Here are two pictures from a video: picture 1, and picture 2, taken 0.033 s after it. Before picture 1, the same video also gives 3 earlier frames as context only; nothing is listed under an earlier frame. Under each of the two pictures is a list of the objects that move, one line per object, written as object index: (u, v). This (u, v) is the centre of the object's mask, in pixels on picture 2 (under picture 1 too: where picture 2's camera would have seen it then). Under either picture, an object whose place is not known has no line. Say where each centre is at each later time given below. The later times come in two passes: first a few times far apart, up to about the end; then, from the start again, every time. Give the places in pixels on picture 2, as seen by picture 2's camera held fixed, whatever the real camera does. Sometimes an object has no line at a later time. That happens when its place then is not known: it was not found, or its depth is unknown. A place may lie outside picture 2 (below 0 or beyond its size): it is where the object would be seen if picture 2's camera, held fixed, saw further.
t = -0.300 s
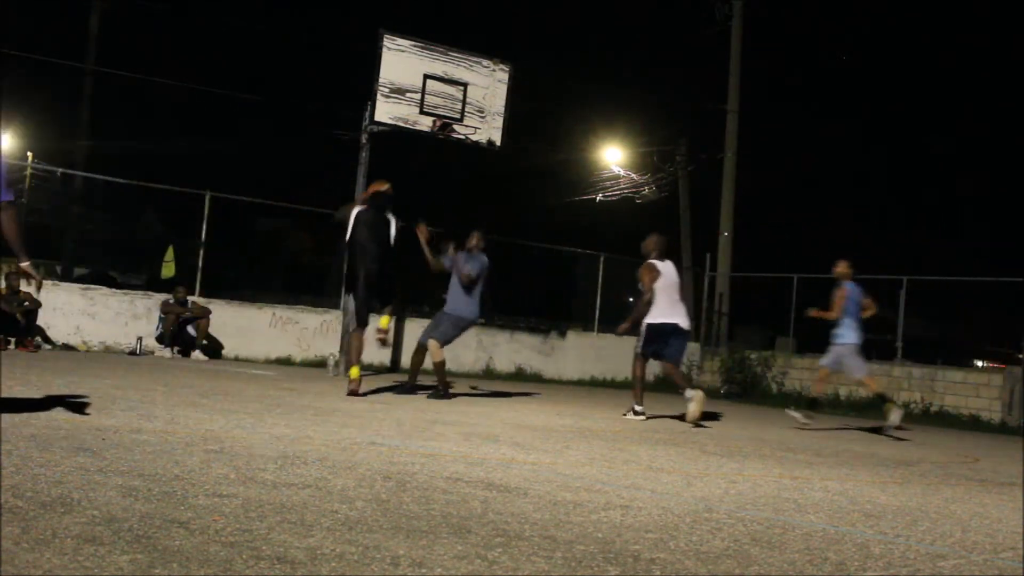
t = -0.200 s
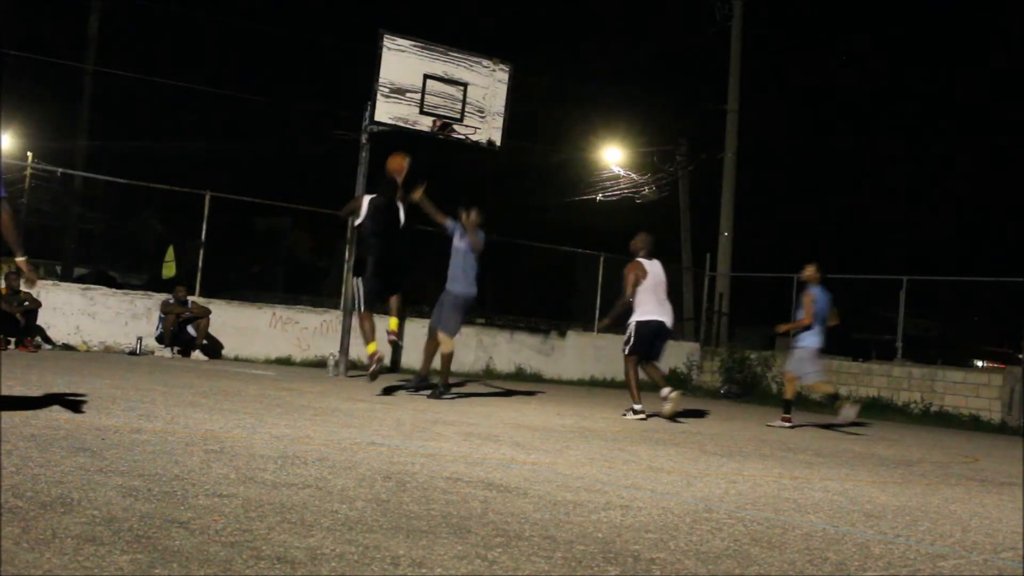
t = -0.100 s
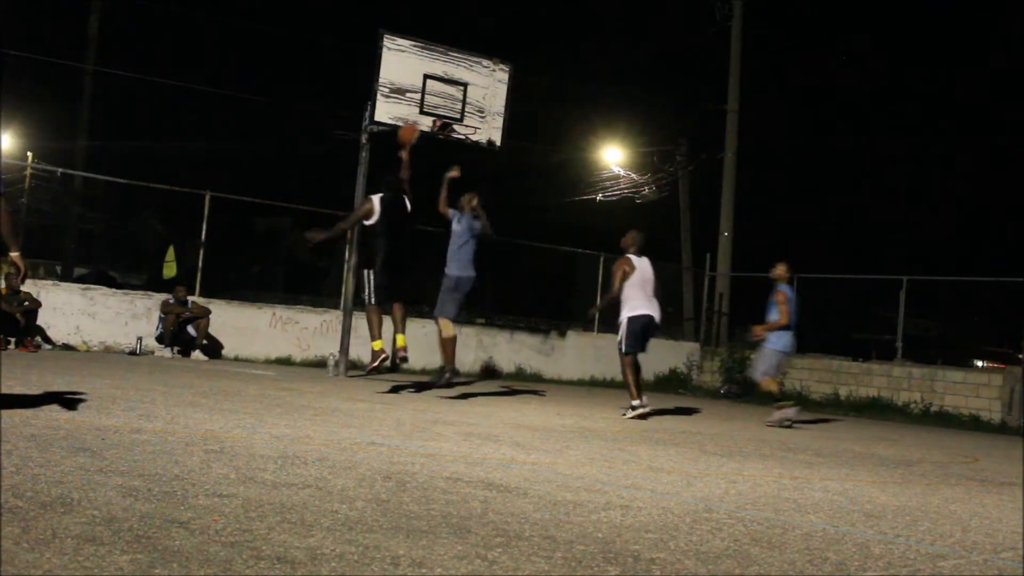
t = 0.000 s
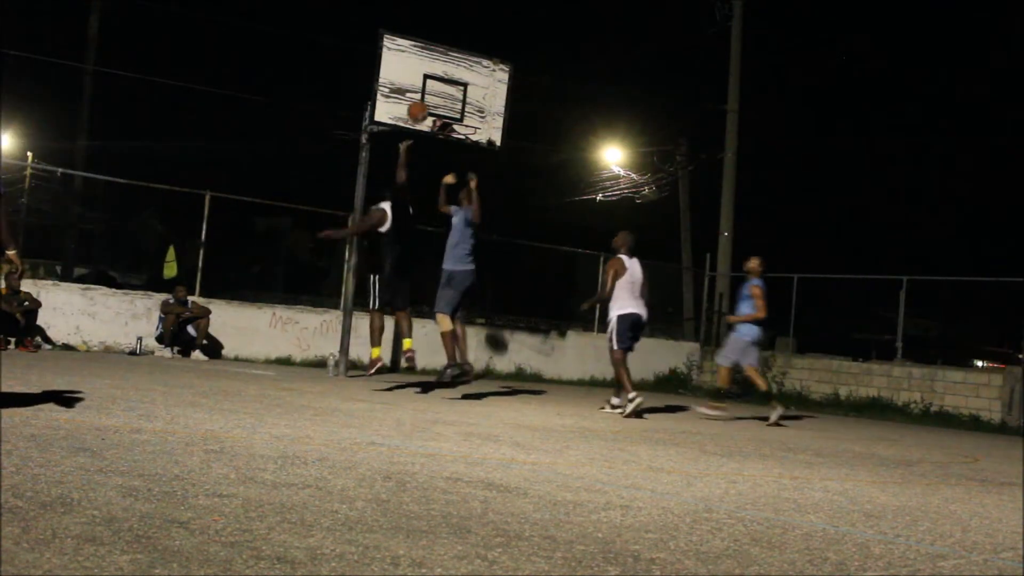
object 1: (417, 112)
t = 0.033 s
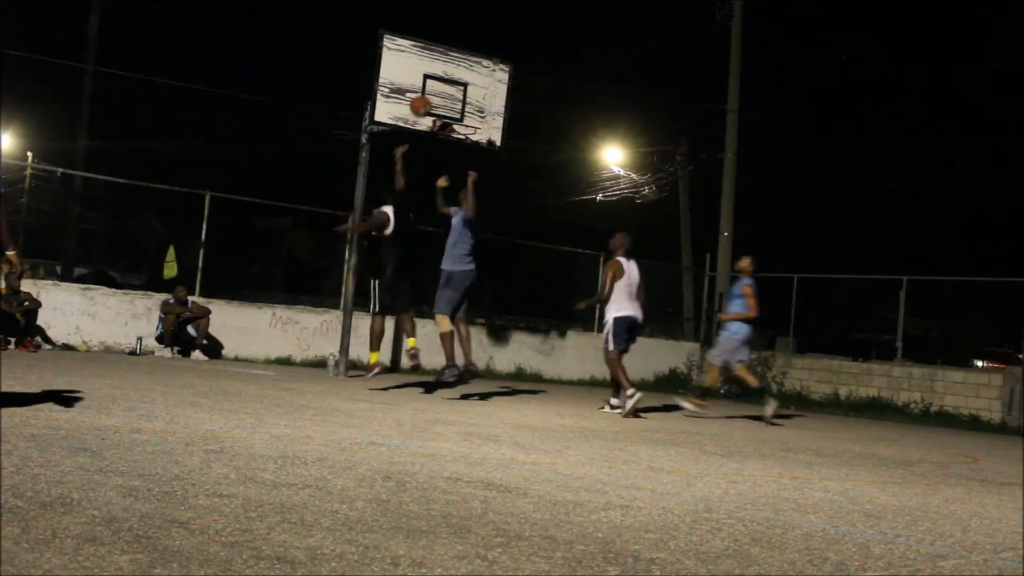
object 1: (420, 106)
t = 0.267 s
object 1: (435, 99)
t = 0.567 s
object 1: (468, 116)
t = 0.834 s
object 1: (461, 116)
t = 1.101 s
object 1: (450, 116)
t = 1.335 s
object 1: (448, 153)
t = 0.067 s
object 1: (423, 102)
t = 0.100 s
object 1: (425, 99)
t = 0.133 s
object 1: (428, 97)
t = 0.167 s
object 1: (430, 95)
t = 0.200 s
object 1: (431, 96)
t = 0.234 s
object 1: (433, 96)
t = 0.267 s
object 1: (435, 99)
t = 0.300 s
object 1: (437, 101)
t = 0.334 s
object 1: (439, 104)
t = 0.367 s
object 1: (443, 108)
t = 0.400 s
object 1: (447, 110)
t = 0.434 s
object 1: (451, 110)
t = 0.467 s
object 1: (455, 110)
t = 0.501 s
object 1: (460, 111)
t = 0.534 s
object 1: (464, 112)
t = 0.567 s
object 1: (468, 116)
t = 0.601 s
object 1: (471, 119)
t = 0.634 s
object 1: (472, 119)
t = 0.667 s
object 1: (471, 119)
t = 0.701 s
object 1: (469, 118)
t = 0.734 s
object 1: (467, 119)
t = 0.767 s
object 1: (465, 117)
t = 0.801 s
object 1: (463, 116)
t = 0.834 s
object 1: (461, 116)
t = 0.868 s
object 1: (459, 115)
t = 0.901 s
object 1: (456, 115)
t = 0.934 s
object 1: (454, 115)
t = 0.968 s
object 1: (453, 115)
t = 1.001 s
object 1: (451, 115)
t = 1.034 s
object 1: (451, 115)
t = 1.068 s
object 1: (450, 115)
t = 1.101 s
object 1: (450, 116)
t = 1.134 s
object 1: (450, 118)
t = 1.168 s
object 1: (451, 121)
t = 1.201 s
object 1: (449, 127)
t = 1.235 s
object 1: (449, 133)
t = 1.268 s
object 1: (449, 138)
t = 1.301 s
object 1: (448, 146)
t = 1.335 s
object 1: (448, 153)
